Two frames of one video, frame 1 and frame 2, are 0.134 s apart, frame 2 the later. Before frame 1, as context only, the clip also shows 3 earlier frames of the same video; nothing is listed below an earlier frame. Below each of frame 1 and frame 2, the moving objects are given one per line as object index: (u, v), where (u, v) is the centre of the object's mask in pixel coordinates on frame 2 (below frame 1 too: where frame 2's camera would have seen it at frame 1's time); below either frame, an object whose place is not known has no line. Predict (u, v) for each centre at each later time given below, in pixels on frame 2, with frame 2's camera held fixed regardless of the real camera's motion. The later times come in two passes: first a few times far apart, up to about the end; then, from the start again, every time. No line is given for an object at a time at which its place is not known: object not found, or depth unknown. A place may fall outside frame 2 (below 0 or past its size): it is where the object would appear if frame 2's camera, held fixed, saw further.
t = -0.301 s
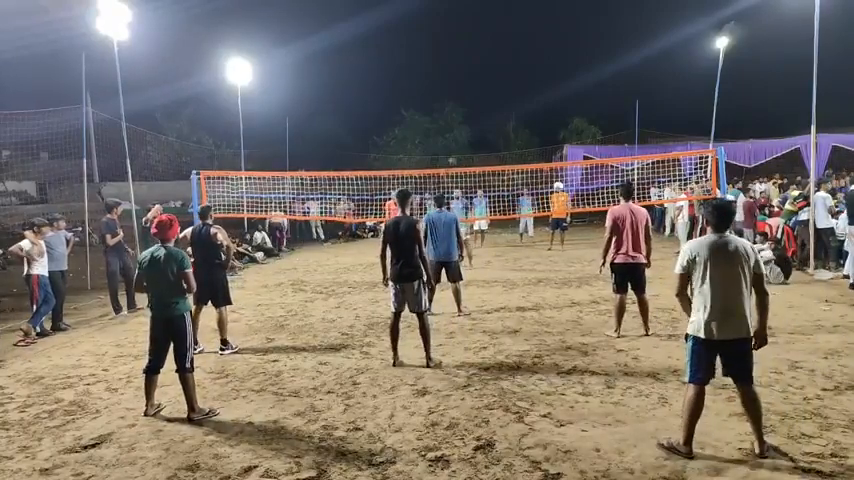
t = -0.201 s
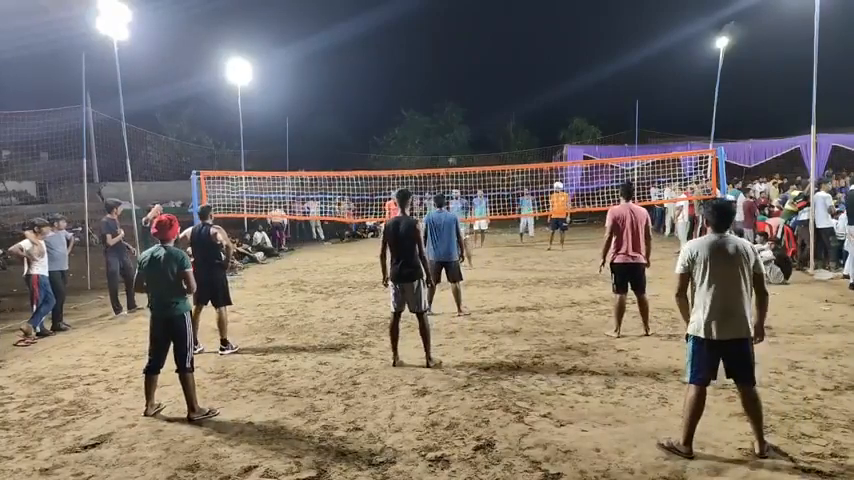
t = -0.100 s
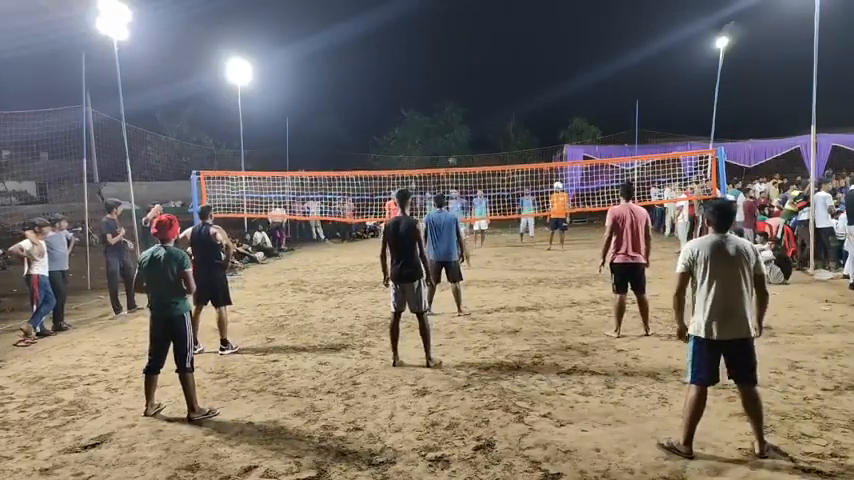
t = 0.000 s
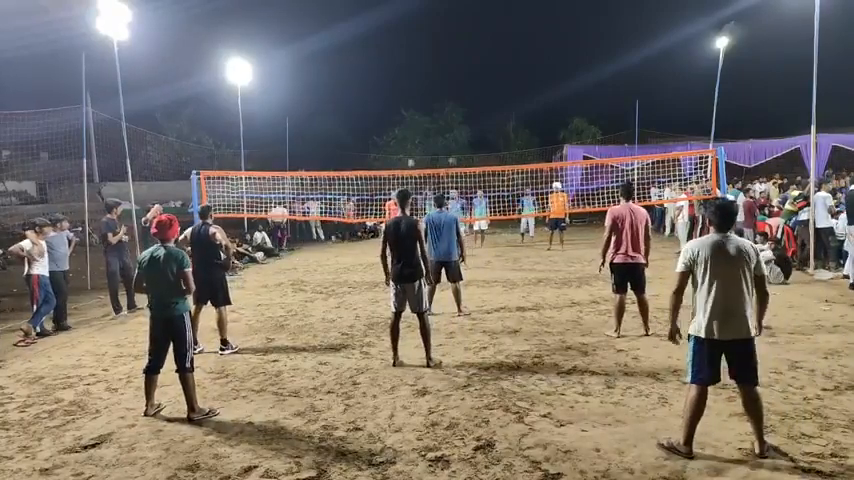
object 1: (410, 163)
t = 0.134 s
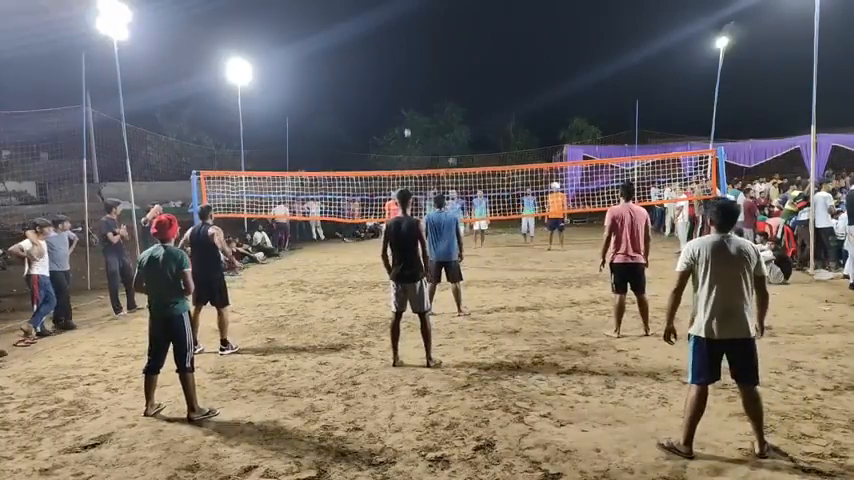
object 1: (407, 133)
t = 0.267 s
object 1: (403, 106)
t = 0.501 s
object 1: (396, 65)
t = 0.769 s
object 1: (385, 36)
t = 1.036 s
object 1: (371, 40)
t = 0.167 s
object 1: (406, 126)
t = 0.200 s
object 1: (405, 119)
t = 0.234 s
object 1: (404, 112)
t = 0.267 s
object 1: (403, 106)
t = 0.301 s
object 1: (402, 100)
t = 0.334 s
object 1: (401, 93)
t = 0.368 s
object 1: (400, 87)
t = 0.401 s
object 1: (399, 81)
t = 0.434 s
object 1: (398, 76)
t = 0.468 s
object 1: (397, 70)
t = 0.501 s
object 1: (396, 65)
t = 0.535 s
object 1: (394, 60)
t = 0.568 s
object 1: (393, 55)
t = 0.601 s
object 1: (392, 51)
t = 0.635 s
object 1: (390, 47)
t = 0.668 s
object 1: (389, 44)
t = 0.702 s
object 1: (388, 41)
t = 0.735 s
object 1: (386, 38)
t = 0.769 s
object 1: (385, 36)
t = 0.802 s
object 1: (383, 34)
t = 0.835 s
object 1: (382, 33)
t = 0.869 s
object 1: (380, 32)
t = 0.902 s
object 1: (378, 32)
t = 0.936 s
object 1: (376, 33)
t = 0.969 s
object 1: (374, 34)
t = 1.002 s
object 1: (372, 37)
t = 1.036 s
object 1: (371, 40)
